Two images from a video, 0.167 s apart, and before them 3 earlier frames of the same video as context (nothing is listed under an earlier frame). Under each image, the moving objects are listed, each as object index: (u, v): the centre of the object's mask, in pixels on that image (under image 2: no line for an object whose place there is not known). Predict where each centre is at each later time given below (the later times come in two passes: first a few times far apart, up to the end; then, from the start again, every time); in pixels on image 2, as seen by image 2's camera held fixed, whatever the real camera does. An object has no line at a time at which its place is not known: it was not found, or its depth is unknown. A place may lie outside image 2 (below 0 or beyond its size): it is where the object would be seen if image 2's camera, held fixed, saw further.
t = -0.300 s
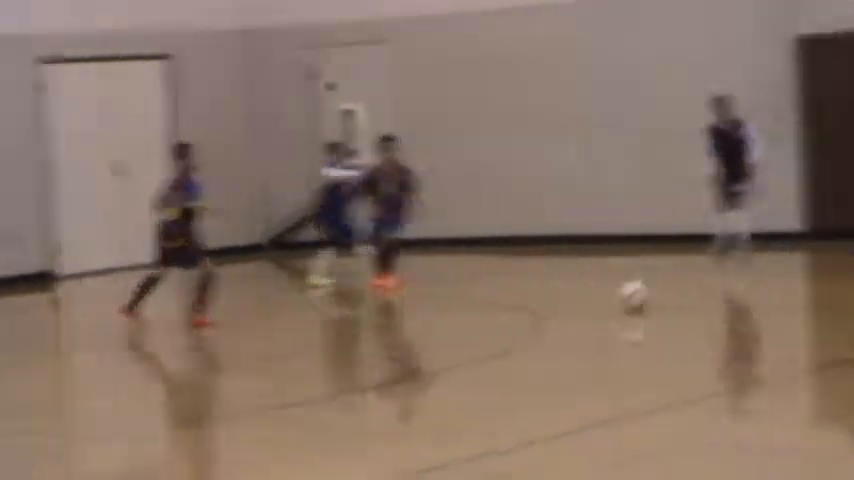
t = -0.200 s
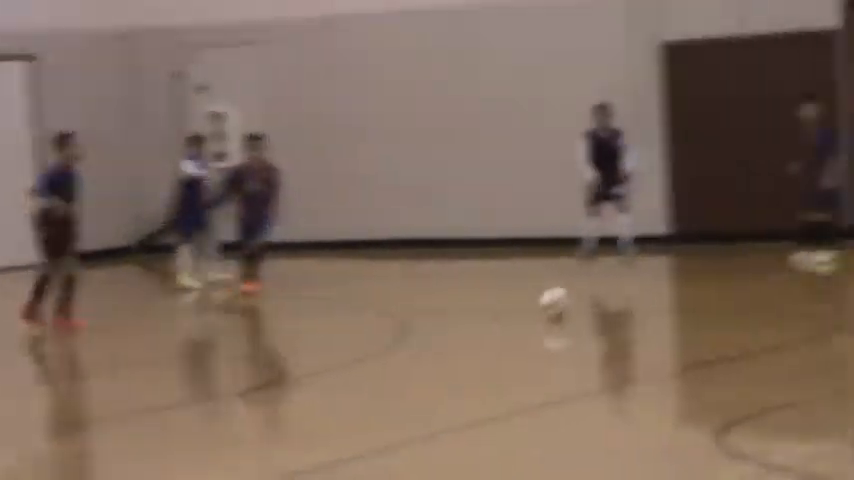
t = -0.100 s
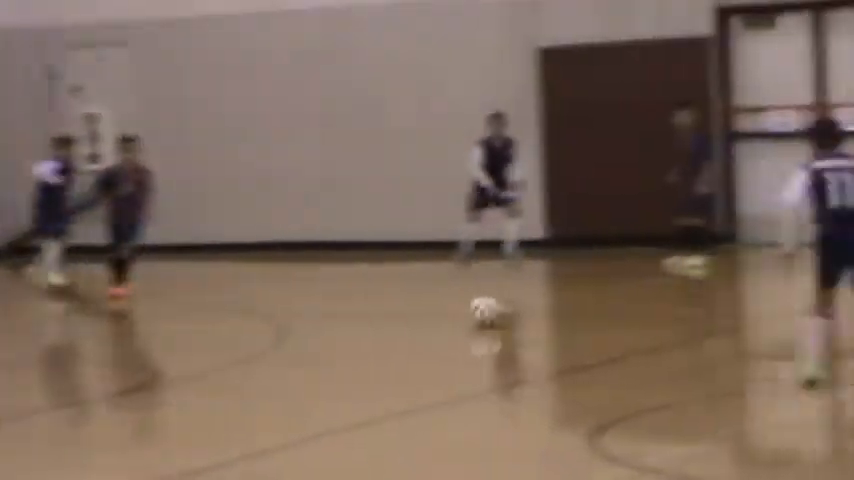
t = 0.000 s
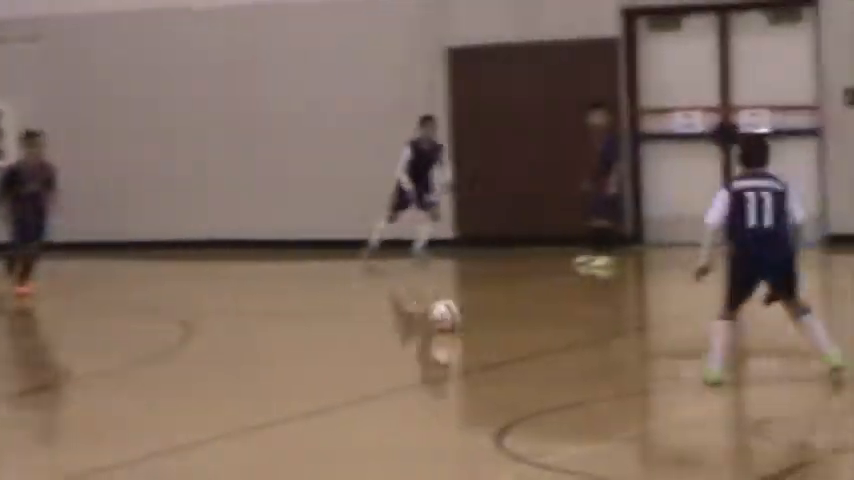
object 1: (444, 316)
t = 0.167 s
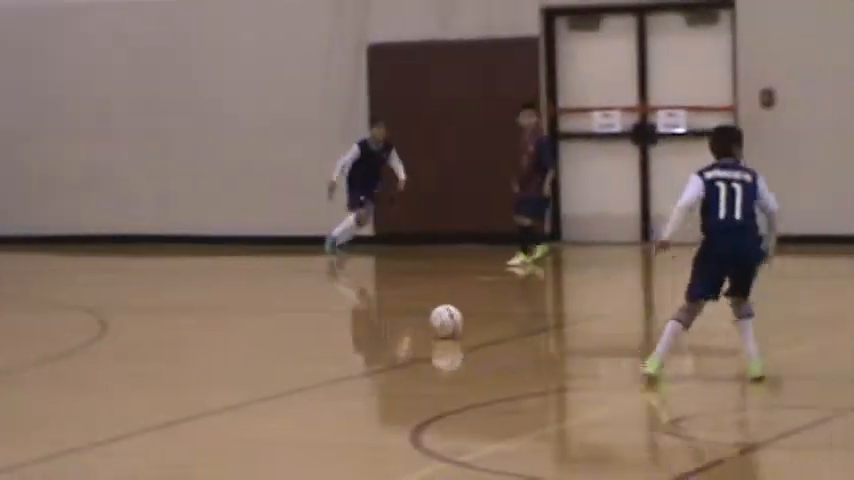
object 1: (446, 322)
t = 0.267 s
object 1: (495, 326)
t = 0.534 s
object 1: (637, 343)
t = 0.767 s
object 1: (776, 359)
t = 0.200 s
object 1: (462, 322)
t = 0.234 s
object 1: (479, 326)
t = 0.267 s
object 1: (495, 326)
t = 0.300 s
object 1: (511, 329)
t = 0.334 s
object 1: (529, 330)
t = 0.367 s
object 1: (546, 333)
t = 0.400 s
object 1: (564, 334)
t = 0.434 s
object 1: (580, 336)
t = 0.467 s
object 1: (598, 338)
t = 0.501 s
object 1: (617, 340)
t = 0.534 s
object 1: (637, 343)
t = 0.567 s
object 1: (654, 344)
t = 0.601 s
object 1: (675, 347)
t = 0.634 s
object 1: (695, 350)
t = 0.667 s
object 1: (713, 350)
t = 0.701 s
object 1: (734, 353)
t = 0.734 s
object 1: (755, 357)
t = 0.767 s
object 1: (776, 359)
